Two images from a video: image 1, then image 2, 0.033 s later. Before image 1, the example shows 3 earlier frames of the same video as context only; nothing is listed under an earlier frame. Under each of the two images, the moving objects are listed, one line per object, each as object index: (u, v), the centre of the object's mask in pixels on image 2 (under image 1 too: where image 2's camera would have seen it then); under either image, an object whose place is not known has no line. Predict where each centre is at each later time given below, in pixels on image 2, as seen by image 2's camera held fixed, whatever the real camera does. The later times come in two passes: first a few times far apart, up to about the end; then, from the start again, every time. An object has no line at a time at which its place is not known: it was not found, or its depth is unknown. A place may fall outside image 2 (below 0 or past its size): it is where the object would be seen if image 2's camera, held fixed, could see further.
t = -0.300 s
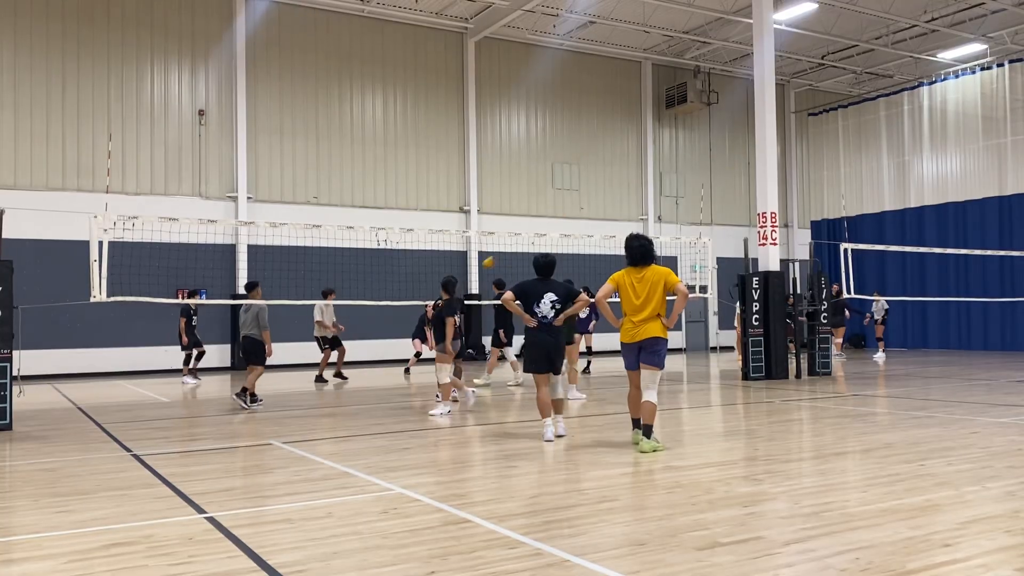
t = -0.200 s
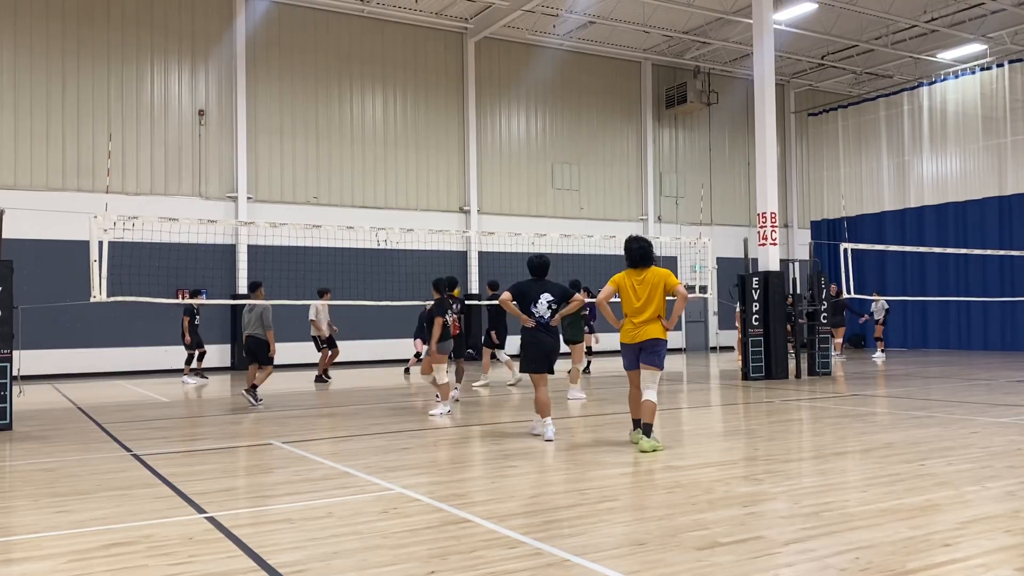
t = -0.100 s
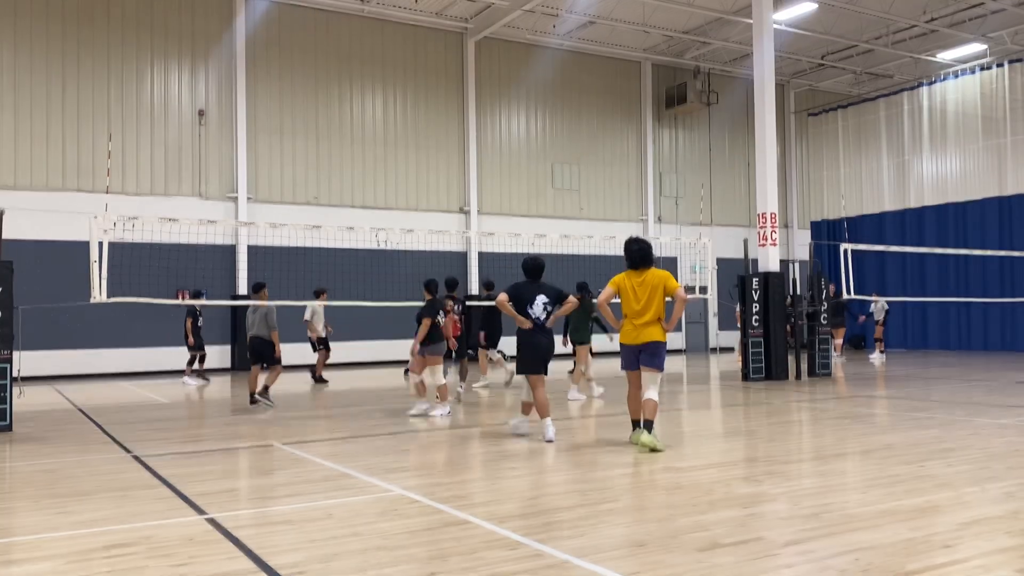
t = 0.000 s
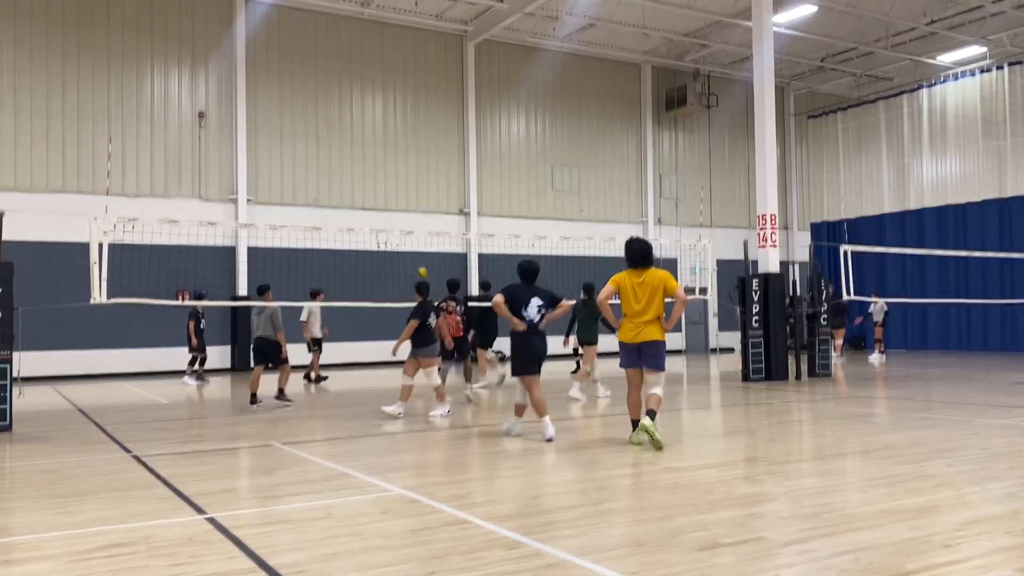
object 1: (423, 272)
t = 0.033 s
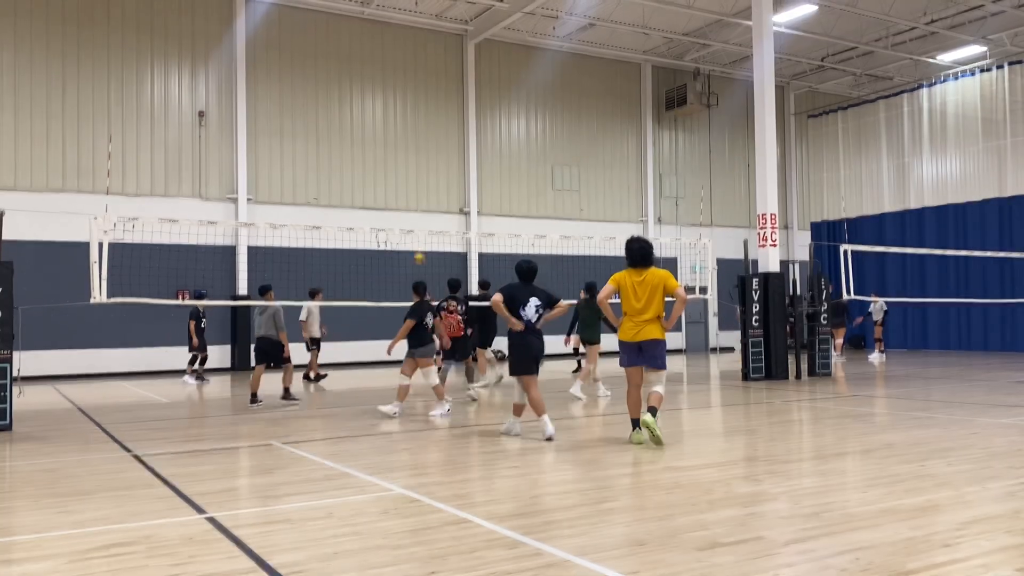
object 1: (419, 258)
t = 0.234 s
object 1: (403, 184)
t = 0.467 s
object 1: (382, 117)
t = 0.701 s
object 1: (357, 74)
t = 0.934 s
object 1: (332, 60)
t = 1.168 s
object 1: (304, 78)
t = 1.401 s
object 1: (274, 136)
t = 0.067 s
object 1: (416, 245)
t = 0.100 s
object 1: (414, 227)
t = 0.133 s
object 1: (411, 220)
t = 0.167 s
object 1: (409, 208)
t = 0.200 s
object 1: (406, 197)
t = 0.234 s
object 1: (403, 184)
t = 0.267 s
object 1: (400, 174)
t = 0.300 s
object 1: (397, 164)
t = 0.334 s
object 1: (394, 153)
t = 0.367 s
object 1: (390, 143)
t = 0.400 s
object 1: (388, 135)
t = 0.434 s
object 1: (385, 126)
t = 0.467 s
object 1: (382, 117)
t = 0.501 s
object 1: (378, 110)
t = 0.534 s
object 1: (374, 103)
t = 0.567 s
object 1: (371, 96)
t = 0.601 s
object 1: (368, 90)
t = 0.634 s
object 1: (365, 84)
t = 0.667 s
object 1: (361, 79)
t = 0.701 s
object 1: (357, 74)
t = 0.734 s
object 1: (354, 71)
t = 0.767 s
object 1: (350, 67)
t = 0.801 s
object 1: (347, 64)
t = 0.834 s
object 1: (343, 62)
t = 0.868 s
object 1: (340, 61)
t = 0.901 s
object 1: (336, 60)
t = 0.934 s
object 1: (332, 60)
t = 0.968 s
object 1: (328, 60)
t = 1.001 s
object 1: (324, 61)
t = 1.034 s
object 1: (320, 62)
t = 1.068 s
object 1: (316, 65)
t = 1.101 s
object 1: (313, 69)
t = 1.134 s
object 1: (308, 73)
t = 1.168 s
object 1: (304, 78)
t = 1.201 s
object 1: (299, 84)
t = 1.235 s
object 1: (295, 90)
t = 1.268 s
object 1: (291, 97)
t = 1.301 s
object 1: (287, 106)
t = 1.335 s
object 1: (283, 115)
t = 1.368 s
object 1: (278, 125)
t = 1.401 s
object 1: (274, 136)
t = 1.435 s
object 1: (269, 147)
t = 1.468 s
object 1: (265, 160)
